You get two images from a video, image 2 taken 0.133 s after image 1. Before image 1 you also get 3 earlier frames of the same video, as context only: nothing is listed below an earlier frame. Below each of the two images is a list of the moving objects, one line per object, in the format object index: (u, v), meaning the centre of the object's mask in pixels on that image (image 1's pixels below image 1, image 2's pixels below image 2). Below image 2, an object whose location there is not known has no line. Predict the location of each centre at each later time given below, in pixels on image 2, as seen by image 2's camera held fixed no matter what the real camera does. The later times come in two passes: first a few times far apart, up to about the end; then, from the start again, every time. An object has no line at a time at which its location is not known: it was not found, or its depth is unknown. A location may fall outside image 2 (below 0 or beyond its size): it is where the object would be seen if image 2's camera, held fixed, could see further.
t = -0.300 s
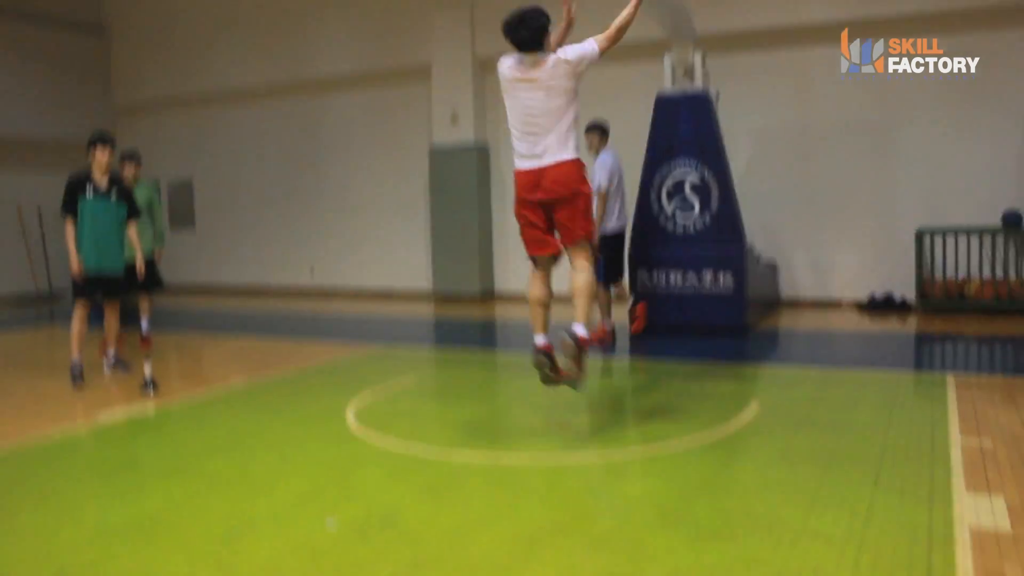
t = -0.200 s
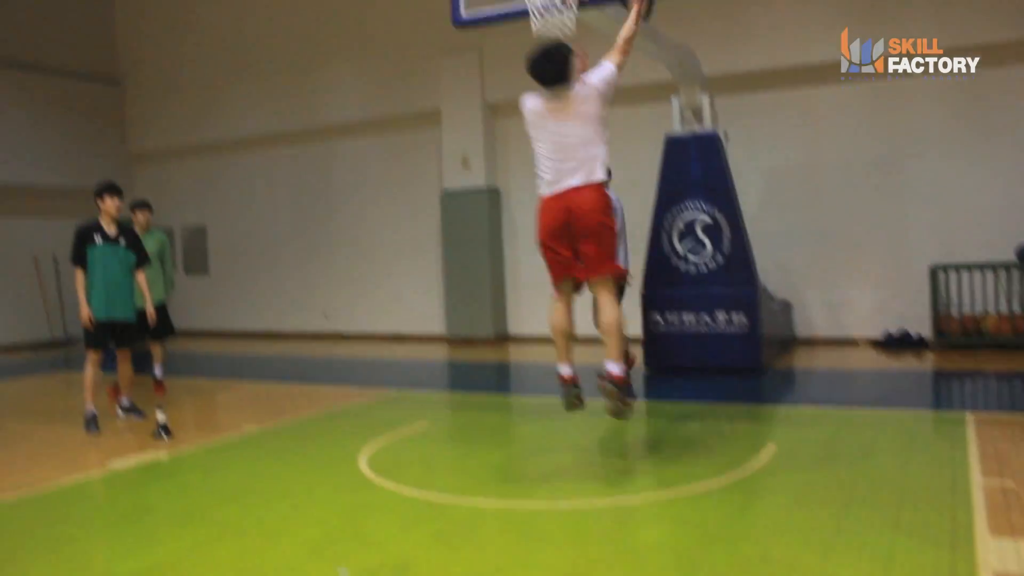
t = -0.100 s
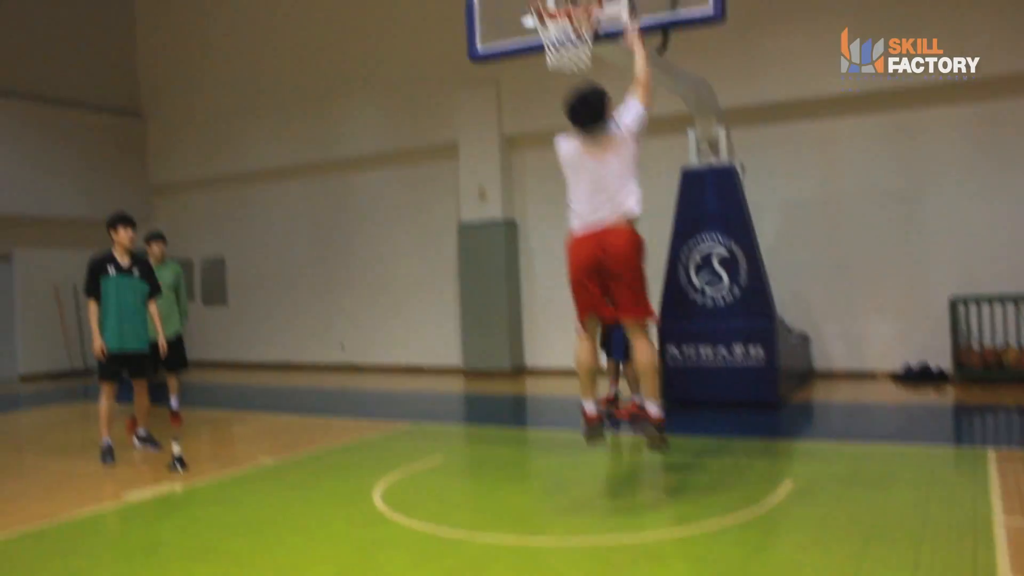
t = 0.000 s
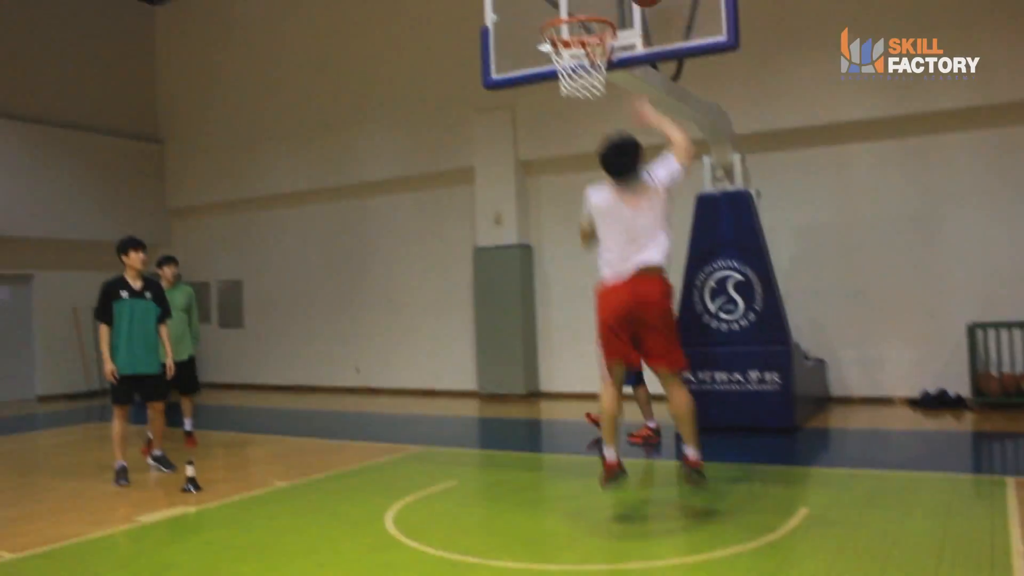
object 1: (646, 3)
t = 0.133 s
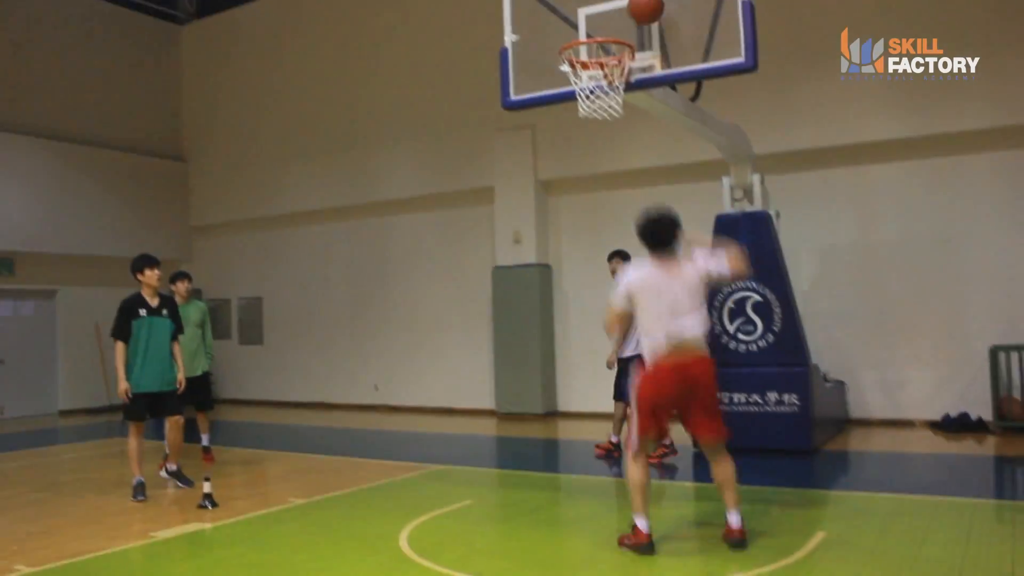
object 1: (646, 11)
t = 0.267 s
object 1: (621, 20)
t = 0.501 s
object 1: (586, 94)
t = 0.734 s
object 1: (592, 163)
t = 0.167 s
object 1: (639, 10)
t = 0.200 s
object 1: (633, 10)
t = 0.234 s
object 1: (627, 14)
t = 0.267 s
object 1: (621, 20)
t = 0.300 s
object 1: (615, 26)
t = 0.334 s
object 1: (610, 29)
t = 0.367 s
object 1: (603, 46)
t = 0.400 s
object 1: (597, 60)
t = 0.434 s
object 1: (591, 72)
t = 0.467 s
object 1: (588, 84)
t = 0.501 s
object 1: (586, 94)
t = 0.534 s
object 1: (586, 101)
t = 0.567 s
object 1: (587, 112)
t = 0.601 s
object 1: (588, 117)
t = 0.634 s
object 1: (589, 126)
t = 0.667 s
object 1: (590, 137)
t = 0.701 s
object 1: (591, 149)
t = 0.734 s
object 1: (592, 163)
